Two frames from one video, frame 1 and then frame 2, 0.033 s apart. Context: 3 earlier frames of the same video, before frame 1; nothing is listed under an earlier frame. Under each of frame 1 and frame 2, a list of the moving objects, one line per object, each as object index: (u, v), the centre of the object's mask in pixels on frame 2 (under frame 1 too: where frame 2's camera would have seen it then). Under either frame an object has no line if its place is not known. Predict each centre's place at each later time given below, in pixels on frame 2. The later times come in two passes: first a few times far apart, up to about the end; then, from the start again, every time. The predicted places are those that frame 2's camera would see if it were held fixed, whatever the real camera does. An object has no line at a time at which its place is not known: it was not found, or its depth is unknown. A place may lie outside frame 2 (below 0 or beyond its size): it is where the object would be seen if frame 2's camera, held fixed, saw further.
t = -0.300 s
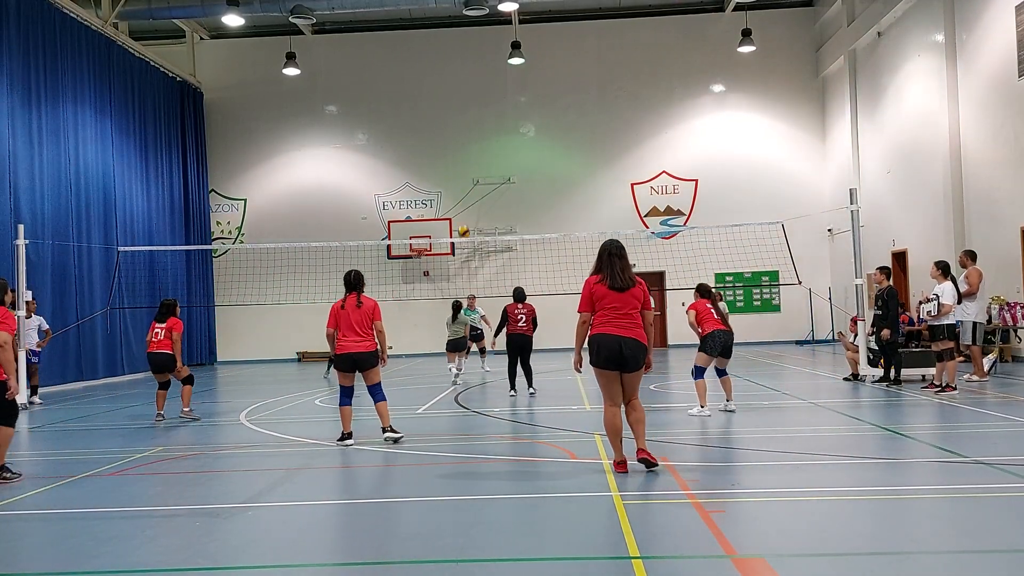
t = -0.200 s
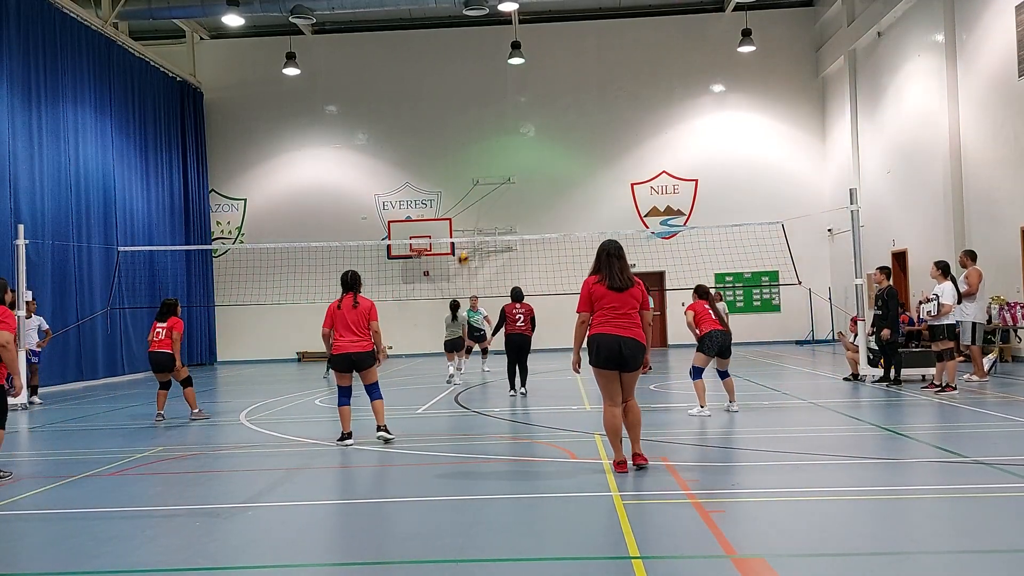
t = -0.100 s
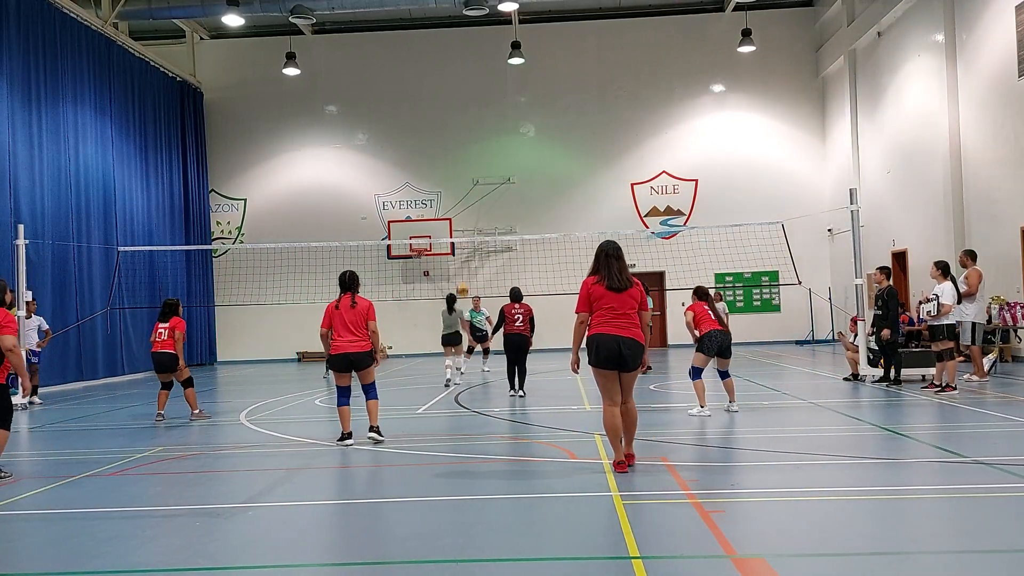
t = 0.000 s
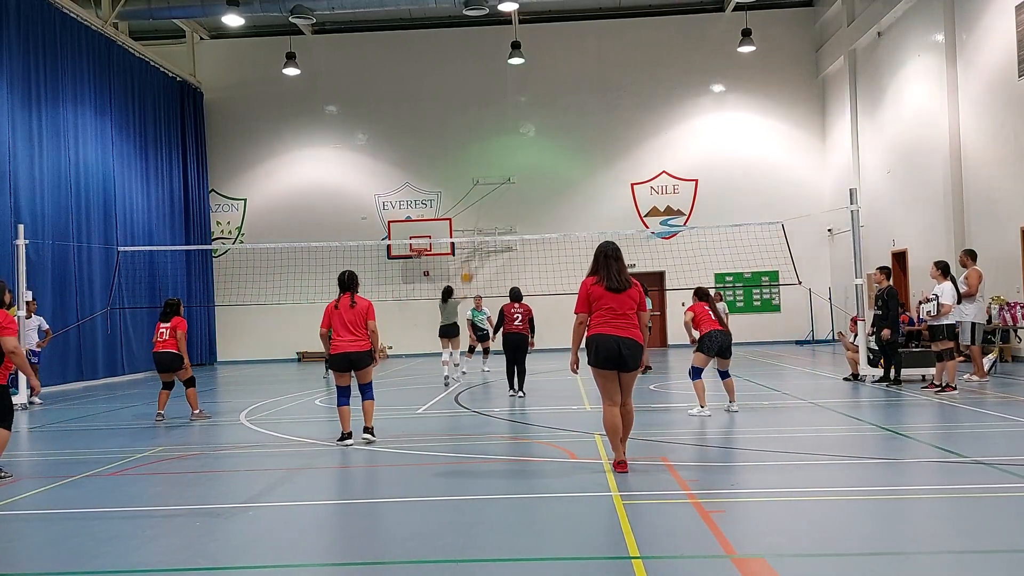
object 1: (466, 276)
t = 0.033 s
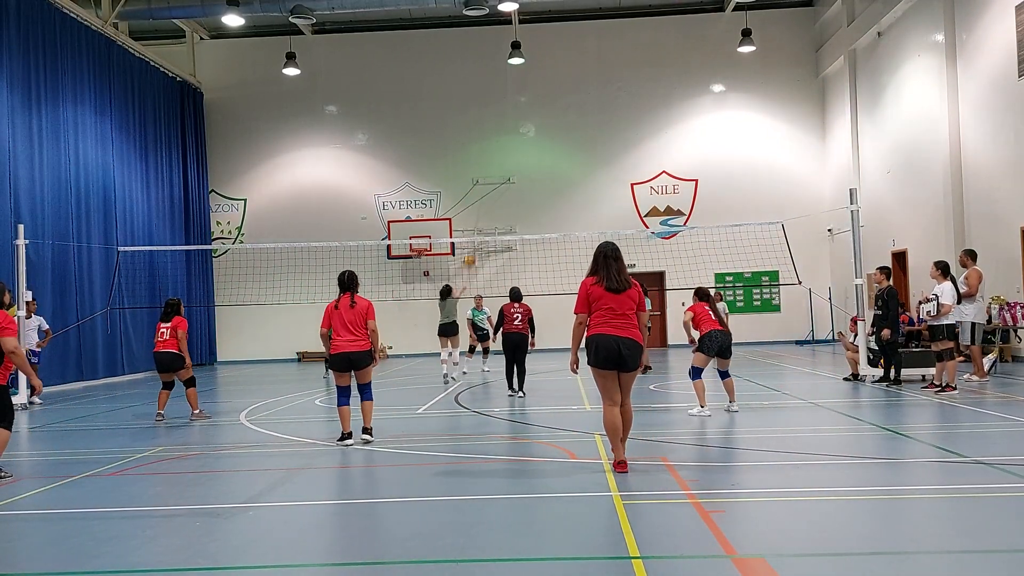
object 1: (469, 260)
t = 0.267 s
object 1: (490, 167)
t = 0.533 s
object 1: (513, 103)
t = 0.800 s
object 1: (538, 82)
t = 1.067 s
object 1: (566, 102)
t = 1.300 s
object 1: (589, 153)
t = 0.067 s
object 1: (472, 246)
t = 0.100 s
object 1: (475, 228)
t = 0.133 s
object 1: (478, 215)
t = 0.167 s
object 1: (481, 202)
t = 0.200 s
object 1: (484, 189)
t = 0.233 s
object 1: (487, 177)
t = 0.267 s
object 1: (490, 167)
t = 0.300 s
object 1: (493, 157)
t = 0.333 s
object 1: (495, 147)
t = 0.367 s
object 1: (498, 138)
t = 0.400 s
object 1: (501, 130)
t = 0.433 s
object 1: (503, 122)
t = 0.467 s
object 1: (507, 114)
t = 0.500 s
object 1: (510, 108)
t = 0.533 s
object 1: (513, 103)
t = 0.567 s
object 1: (517, 98)
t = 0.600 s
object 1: (519, 94)
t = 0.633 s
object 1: (523, 90)
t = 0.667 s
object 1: (526, 88)
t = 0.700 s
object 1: (530, 85)
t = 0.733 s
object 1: (532, 84)
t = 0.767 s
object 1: (535, 83)
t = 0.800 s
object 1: (538, 82)
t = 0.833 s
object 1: (542, 82)
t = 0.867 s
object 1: (545, 83)
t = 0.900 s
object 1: (548, 85)
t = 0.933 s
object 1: (552, 87)
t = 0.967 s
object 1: (555, 90)
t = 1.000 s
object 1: (559, 93)
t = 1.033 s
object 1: (562, 97)
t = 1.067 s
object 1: (566, 102)
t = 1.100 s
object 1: (569, 108)
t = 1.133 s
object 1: (573, 114)
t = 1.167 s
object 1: (576, 120)
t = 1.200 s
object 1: (579, 127)
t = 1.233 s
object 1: (582, 135)
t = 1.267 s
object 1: (586, 143)
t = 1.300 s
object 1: (589, 153)
